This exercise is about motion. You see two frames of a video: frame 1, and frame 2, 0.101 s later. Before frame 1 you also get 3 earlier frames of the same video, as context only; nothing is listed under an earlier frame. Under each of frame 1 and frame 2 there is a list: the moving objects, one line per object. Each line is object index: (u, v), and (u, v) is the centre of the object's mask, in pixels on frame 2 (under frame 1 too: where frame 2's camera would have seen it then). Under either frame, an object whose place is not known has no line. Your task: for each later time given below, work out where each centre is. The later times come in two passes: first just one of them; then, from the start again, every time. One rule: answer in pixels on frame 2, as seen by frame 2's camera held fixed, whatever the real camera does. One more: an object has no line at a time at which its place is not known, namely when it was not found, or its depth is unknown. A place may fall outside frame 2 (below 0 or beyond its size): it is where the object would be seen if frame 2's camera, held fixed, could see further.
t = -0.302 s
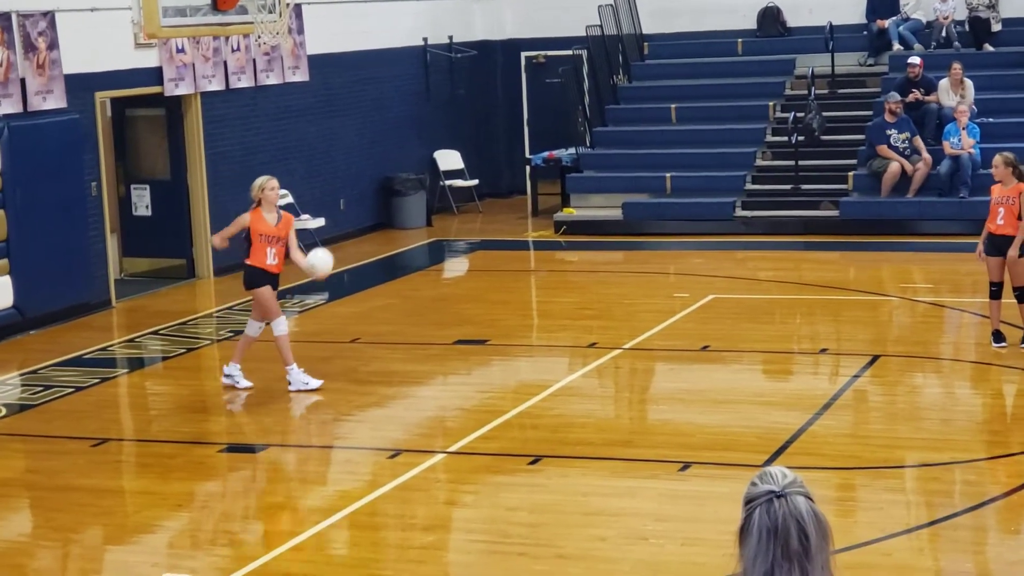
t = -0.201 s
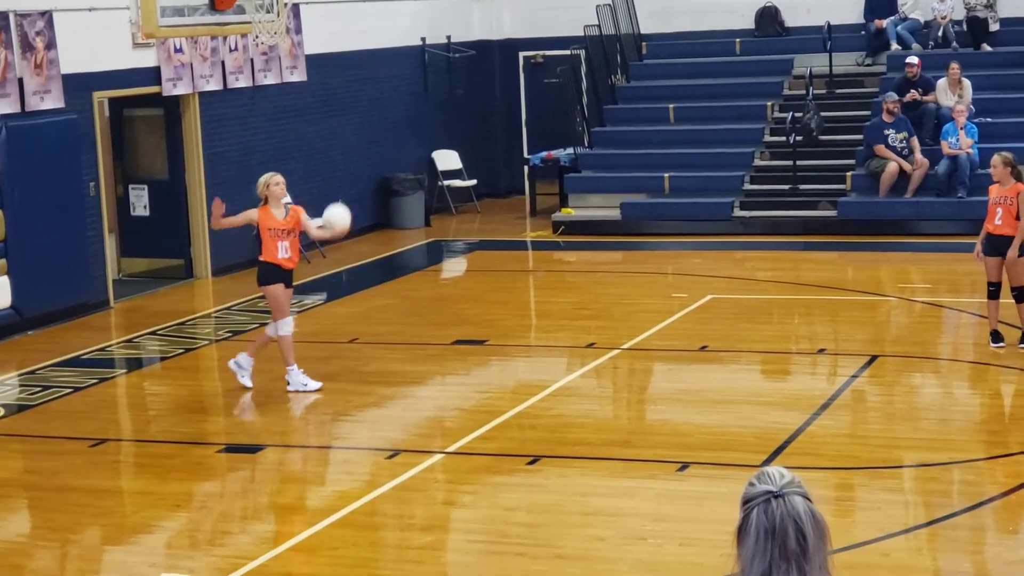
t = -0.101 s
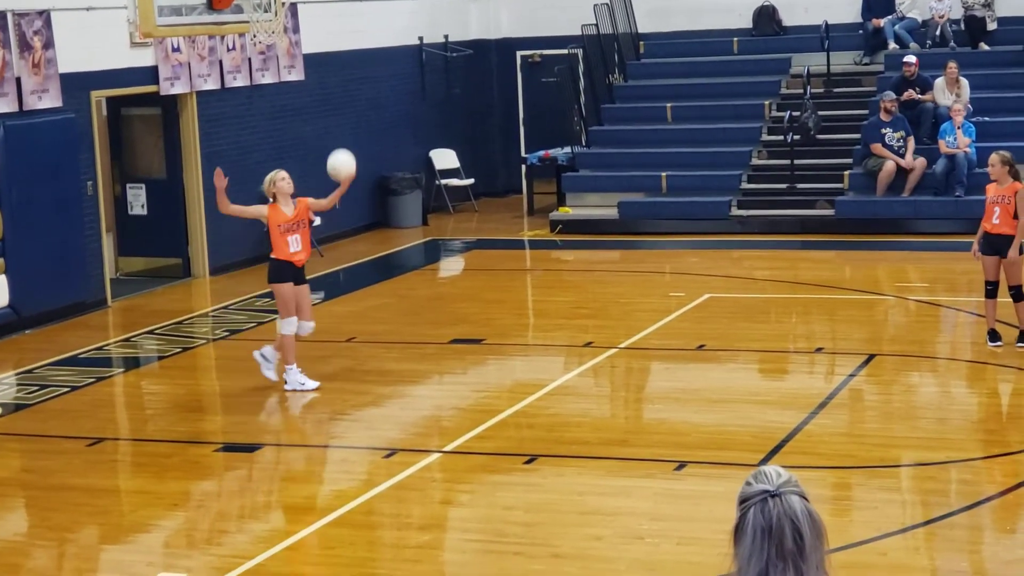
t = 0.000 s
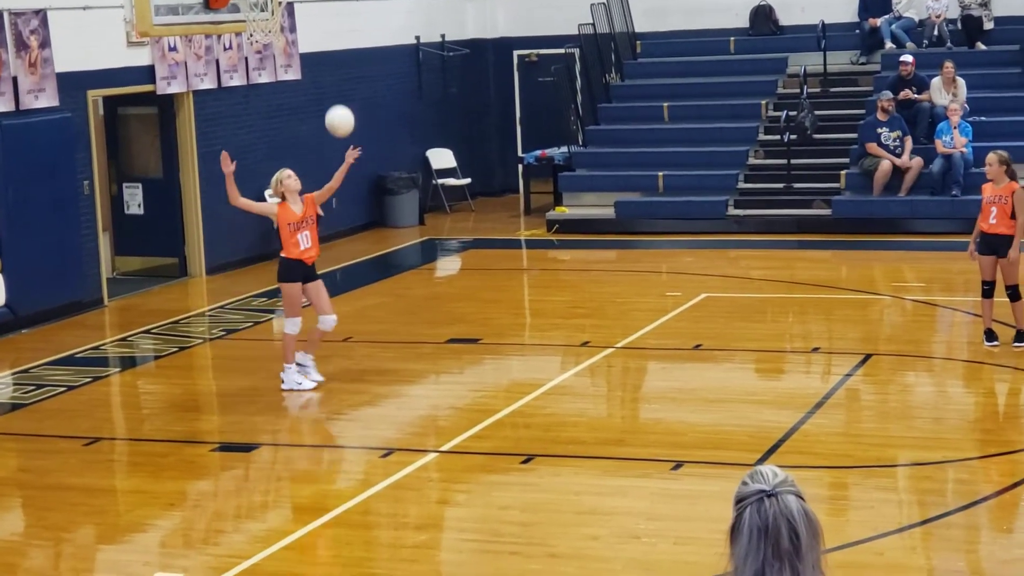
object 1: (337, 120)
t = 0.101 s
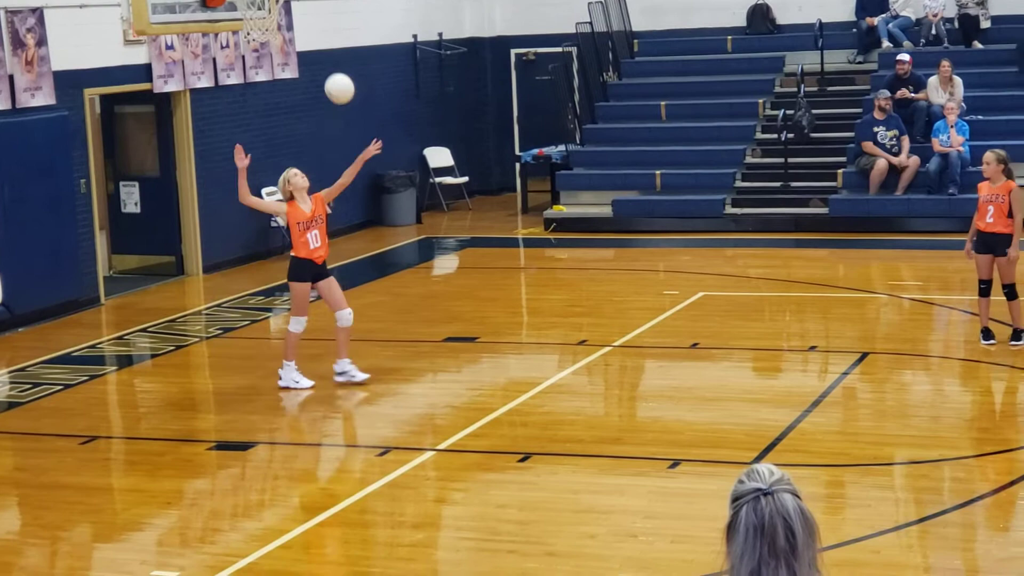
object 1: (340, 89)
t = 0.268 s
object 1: (343, 66)
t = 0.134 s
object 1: (340, 81)
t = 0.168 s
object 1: (341, 75)
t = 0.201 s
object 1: (341, 71)
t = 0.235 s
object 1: (342, 68)
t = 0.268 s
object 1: (343, 66)
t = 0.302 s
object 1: (344, 66)
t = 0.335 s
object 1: (345, 67)
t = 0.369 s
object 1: (346, 70)
